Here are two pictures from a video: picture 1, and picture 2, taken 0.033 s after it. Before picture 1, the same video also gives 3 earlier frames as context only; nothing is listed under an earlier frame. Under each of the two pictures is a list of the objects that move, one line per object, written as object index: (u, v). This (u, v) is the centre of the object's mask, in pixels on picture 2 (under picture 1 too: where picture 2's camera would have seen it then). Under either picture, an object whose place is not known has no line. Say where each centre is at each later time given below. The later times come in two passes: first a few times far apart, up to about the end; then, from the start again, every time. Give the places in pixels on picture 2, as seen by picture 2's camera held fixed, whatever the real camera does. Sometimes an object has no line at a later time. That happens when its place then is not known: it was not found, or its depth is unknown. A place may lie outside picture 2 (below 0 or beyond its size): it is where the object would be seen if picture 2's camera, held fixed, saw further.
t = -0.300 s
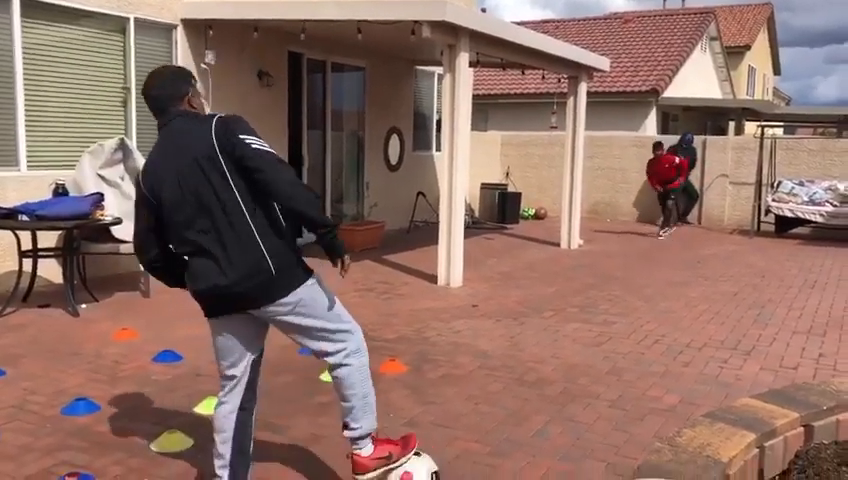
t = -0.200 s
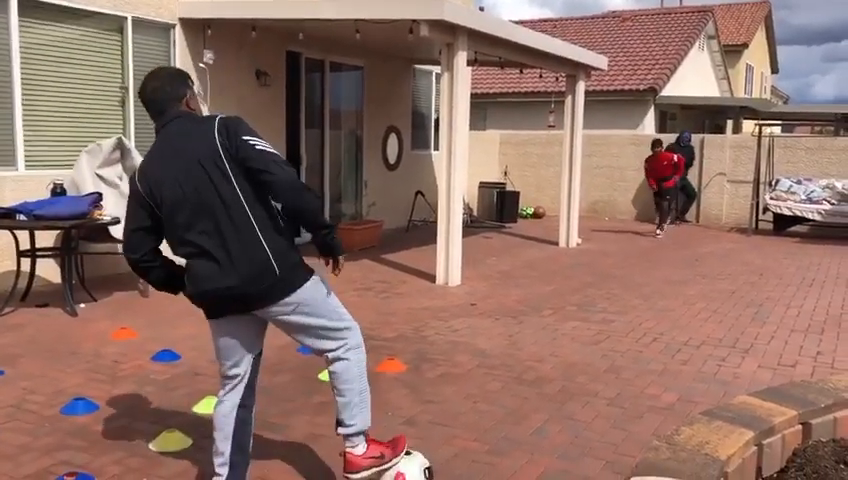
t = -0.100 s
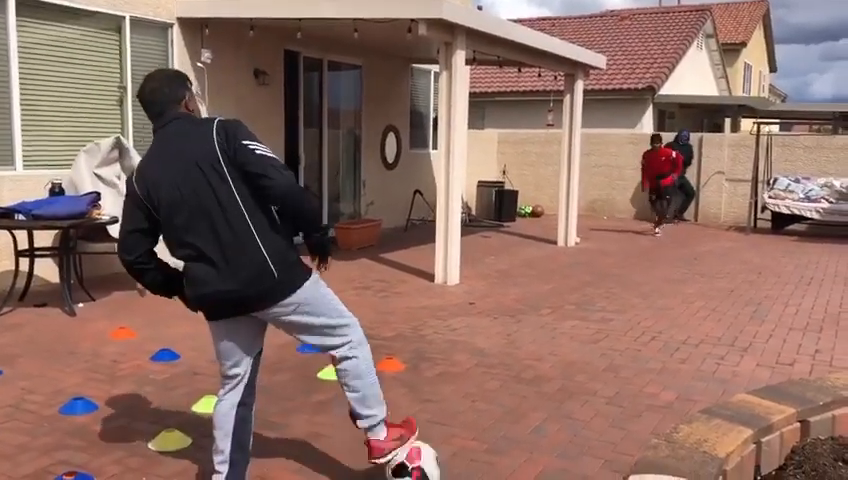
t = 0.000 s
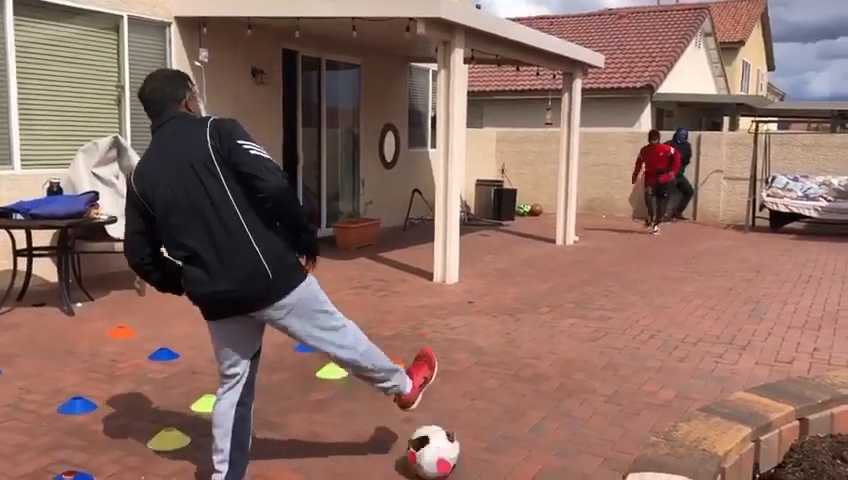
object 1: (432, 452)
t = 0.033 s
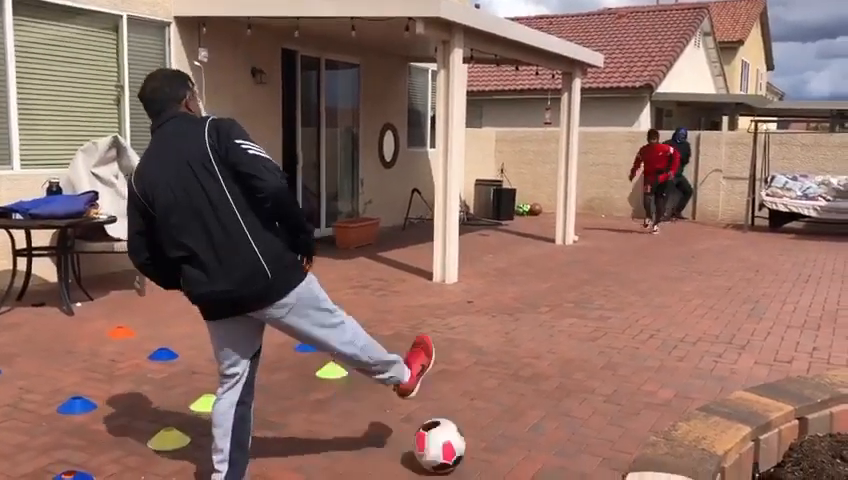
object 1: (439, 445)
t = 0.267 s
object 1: (479, 416)
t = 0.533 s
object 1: (511, 388)
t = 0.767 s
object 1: (533, 370)
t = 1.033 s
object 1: (551, 352)
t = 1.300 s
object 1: (565, 337)
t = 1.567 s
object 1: (575, 324)
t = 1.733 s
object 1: (579, 316)
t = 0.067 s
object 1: (445, 441)
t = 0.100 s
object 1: (451, 436)
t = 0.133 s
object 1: (457, 432)
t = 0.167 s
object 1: (462, 428)
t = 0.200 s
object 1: (467, 424)
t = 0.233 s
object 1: (473, 420)
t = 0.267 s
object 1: (479, 416)
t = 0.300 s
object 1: (483, 411)
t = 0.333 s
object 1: (487, 407)
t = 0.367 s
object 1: (491, 404)
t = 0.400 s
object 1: (495, 401)
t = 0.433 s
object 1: (500, 395)
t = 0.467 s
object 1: (504, 395)
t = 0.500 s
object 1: (507, 391)
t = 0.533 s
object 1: (511, 388)
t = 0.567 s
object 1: (514, 385)
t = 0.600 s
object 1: (518, 383)
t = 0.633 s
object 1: (522, 379)
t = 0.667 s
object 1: (525, 377)
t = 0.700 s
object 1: (528, 375)
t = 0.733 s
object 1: (531, 372)
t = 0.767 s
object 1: (533, 370)
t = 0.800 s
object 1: (535, 368)
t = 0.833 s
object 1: (538, 365)
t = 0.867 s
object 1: (541, 362)
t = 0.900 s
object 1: (543, 360)
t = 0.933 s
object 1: (545, 358)
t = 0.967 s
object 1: (547, 356)
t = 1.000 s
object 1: (549, 354)
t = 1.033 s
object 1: (551, 352)
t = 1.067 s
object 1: (553, 350)
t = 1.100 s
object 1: (555, 349)
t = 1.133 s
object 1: (557, 346)
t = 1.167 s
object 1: (559, 344)
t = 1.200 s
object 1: (560, 342)
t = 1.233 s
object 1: (562, 341)
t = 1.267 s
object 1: (563, 339)
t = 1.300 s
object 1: (565, 337)
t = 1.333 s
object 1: (566, 335)
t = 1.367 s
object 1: (568, 334)
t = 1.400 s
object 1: (569, 332)
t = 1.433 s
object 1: (569, 330)
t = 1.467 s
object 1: (571, 329)
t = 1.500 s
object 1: (572, 327)
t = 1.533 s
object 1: (574, 324)
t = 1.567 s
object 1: (575, 324)
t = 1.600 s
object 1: (576, 321)
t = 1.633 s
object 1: (577, 320)
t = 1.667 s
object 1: (578, 319)
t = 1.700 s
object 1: (579, 318)
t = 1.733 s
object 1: (579, 316)
